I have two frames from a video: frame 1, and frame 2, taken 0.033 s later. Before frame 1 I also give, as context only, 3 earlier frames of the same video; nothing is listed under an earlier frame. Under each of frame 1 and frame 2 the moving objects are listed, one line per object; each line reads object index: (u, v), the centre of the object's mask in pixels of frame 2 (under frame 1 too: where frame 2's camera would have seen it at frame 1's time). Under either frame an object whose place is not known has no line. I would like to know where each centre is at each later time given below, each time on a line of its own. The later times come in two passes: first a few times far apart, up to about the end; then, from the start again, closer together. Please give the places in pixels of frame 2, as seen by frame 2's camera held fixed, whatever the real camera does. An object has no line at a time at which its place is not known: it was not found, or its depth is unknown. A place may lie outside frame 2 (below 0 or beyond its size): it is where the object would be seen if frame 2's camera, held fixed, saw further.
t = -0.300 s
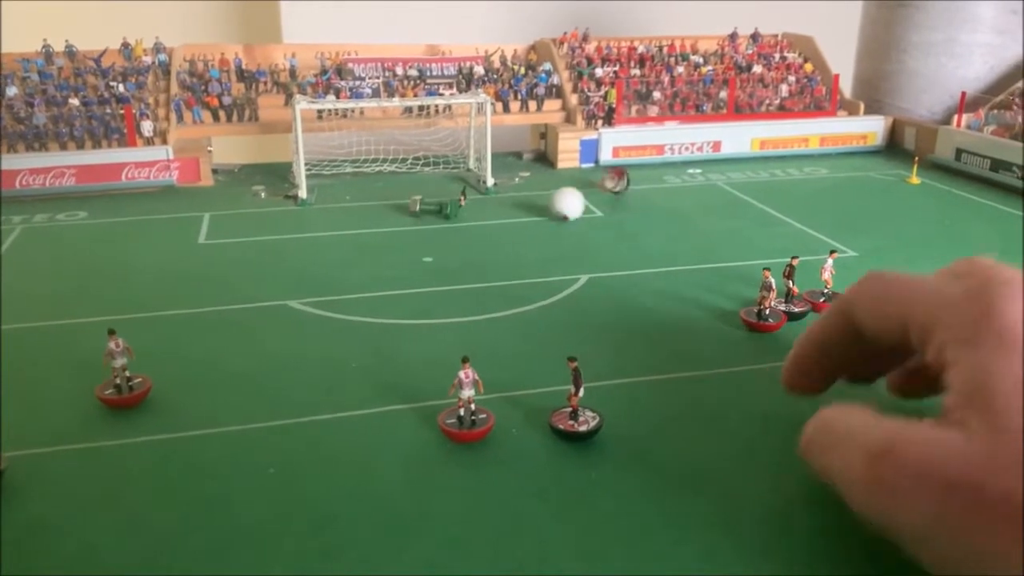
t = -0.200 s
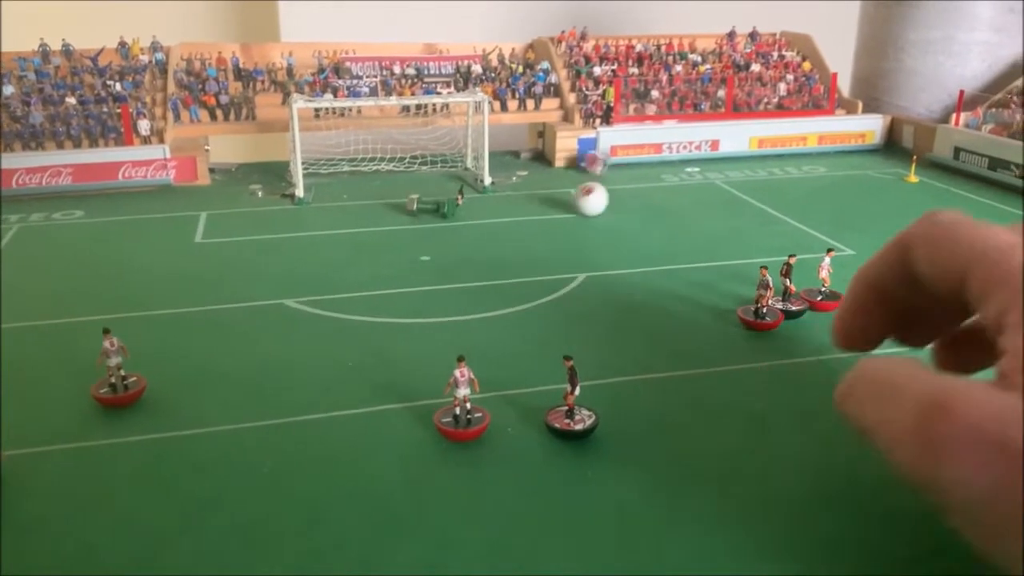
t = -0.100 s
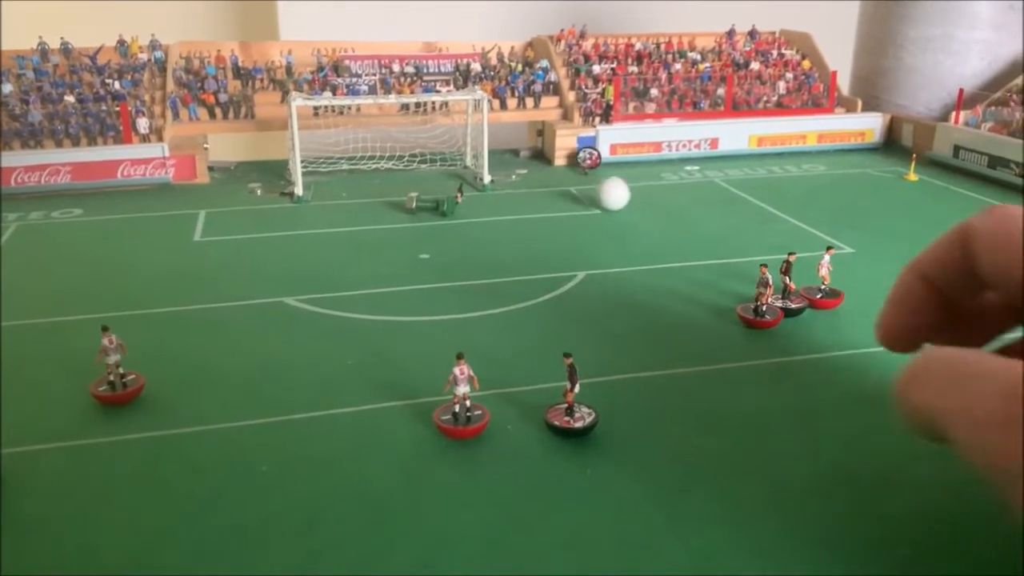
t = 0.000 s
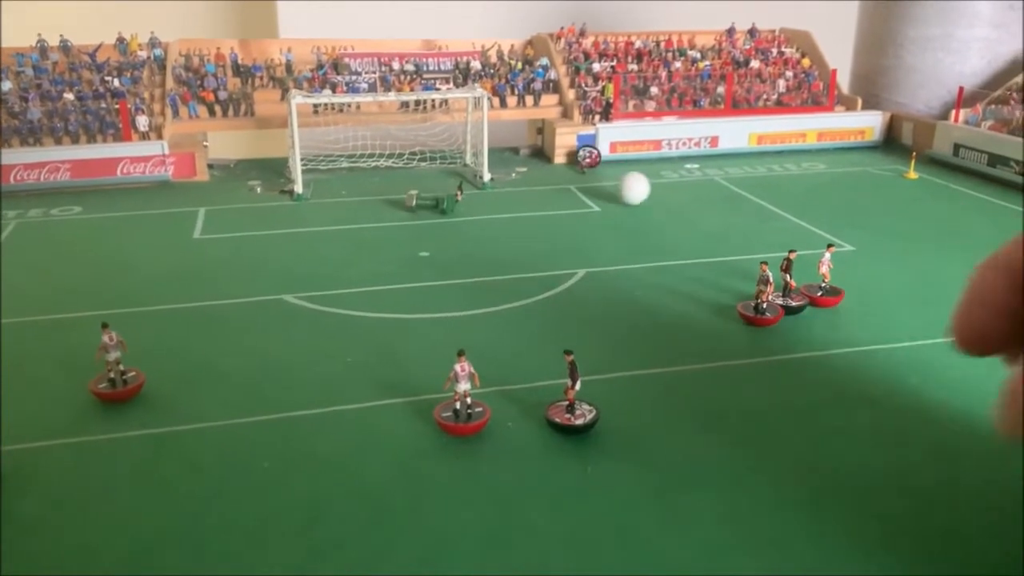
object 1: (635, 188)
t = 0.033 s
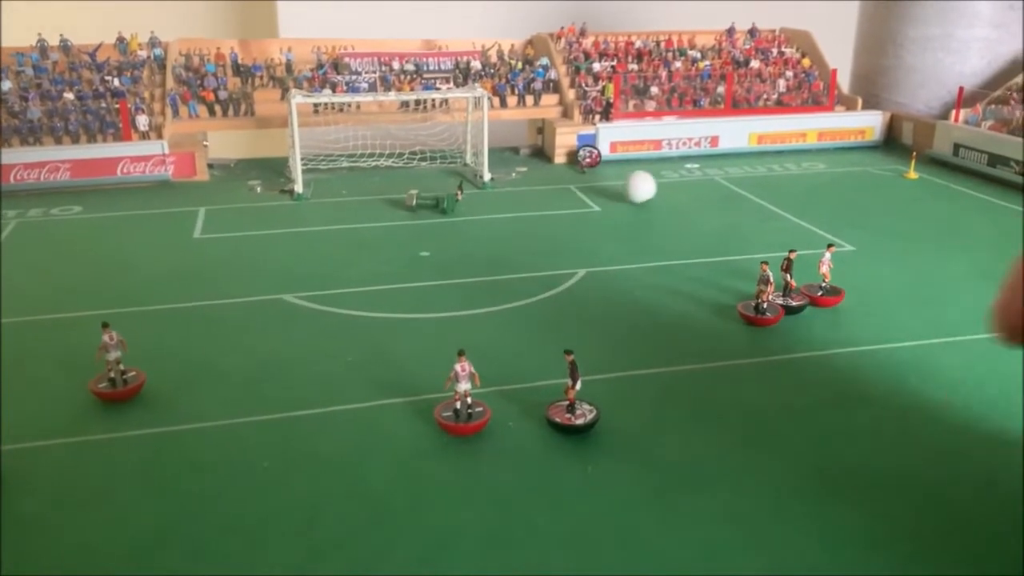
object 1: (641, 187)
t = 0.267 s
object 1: (677, 182)
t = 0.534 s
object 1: (702, 178)
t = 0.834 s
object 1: (714, 176)
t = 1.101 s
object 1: (716, 175)
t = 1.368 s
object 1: (715, 175)
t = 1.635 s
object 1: (716, 175)
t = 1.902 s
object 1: (715, 175)
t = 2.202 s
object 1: (716, 175)
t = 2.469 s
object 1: (715, 176)
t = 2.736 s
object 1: (715, 176)
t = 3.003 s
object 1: (715, 176)
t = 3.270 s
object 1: (715, 176)
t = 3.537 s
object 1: (715, 176)
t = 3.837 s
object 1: (715, 175)
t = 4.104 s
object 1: (715, 175)
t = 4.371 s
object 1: (716, 175)
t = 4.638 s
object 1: (715, 176)
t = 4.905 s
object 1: (716, 175)
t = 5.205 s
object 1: (716, 175)
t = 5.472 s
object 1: (715, 176)
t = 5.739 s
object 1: (715, 176)
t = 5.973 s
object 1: (715, 175)
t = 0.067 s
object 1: (647, 186)
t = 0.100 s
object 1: (652, 185)
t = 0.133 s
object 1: (658, 184)
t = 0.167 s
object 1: (663, 184)
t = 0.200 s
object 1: (669, 183)
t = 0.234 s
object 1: (673, 183)
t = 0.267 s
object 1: (677, 182)
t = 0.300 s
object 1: (682, 181)
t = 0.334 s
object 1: (686, 182)
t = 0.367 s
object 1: (689, 181)
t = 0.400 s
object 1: (693, 181)
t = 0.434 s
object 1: (696, 180)
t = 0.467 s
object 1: (698, 180)
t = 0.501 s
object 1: (700, 179)
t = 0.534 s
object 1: (702, 178)
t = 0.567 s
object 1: (703, 178)
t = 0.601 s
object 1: (706, 178)
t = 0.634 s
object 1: (708, 178)
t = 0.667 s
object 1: (709, 177)
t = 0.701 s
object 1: (711, 177)
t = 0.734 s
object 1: (712, 176)
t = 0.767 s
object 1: (713, 176)
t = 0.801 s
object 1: (713, 176)
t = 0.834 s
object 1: (714, 176)
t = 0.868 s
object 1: (715, 176)
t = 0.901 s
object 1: (715, 175)
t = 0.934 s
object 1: (716, 175)
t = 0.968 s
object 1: (716, 175)
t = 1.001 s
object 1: (716, 175)
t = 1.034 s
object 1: (716, 175)
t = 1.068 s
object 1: (716, 175)
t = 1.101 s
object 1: (716, 175)
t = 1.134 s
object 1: (716, 175)
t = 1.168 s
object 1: (716, 175)
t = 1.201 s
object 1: (715, 176)
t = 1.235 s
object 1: (716, 175)
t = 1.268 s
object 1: (716, 175)
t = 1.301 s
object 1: (716, 176)
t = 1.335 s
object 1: (715, 175)
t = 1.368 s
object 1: (715, 175)
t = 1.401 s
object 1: (715, 175)
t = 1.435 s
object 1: (715, 175)
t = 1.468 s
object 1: (715, 175)
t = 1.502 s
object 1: (716, 175)
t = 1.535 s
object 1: (715, 176)
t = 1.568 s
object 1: (715, 175)
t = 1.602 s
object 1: (715, 175)
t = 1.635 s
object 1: (716, 175)
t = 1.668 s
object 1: (715, 175)
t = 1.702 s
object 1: (716, 175)
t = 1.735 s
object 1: (715, 175)
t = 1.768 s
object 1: (716, 175)
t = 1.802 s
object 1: (715, 175)
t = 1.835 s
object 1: (715, 175)
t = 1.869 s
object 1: (715, 175)
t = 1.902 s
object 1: (715, 175)
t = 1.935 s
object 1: (715, 175)
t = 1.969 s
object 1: (715, 175)
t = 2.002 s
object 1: (715, 175)
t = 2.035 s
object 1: (715, 175)
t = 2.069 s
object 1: (715, 176)
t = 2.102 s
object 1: (715, 175)
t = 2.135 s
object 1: (715, 175)
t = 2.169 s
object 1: (715, 175)
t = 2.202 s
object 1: (716, 175)
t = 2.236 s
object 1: (715, 175)
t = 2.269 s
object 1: (715, 175)
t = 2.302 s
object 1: (715, 175)
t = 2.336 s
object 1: (715, 176)
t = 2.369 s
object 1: (715, 175)
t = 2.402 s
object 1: (715, 176)
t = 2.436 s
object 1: (715, 175)
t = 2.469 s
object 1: (715, 176)
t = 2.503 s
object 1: (715, 176)
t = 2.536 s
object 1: (715, 176)
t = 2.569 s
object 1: (715, 176)
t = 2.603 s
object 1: (715, 175)
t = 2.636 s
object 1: (715, 175)
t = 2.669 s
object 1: (715, 176)
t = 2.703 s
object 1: (715, 176)
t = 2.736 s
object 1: (715, 176)
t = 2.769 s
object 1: (715, 176)
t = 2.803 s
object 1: (715, 176)
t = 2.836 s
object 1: (715, 176)
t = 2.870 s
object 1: (715, 176)
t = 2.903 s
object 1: (715, 176)
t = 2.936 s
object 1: (715, 176)
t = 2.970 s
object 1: (715, 176)
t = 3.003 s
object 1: (715, 176)
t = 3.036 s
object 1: (715, 176)
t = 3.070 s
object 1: (715, 176)
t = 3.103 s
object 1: (715, 176)
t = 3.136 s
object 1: (715, 176)
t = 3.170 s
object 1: (715, 176)
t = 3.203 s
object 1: (715, 176)
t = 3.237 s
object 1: (715, 176)
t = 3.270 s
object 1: (715, 176)
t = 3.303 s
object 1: (715, 176)
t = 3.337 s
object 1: (715, 176)
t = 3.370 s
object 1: (715, 176)
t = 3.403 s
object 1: (715, 176)
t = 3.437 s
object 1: (715, 176)
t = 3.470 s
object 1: (715, 176)
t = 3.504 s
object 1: (715, 176)
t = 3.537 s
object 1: (715, 176)
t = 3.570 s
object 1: (716, 176)
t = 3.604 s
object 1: (715, 176)
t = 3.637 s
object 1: (715, 176)
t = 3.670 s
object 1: (715, 176)
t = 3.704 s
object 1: (716, 175)
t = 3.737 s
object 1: (715, 176)
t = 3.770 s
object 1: (715, 176)
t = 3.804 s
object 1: (715, 175)
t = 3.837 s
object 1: (715, 175)
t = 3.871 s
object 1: (716, 176)
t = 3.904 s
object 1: (715, 176)
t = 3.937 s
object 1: (715, 176)
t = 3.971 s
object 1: (715, 175)
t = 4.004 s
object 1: (715, 176)
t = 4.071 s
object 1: (715, 175)
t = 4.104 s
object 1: (715, 175)
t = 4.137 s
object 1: (715, 175)
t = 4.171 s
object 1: (715, 176)
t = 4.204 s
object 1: (715, 175)
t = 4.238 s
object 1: (715, 175)
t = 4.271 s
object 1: (715, 176)
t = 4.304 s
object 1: (715, 176)
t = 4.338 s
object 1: (716, 175)
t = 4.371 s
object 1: (716, 175)
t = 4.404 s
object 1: (716, 175)
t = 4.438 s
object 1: (716, 176)
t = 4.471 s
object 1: (716, 176)
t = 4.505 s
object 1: (716, 175)
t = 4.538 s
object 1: (716, 176)
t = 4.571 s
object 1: (715, 176)
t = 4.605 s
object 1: (716, 176)
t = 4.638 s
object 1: (715, 176)
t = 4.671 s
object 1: (715, 176)
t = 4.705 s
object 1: (715, 175)
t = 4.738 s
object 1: (716, 175)
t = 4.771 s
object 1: (716, 176)
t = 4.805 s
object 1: (716, 176)
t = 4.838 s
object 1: (716, 176)
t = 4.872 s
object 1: (716, 176)
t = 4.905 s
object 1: (716, 175)
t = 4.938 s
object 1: (716, 176)
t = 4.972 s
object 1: (716, 176)
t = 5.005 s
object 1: (716, 176)
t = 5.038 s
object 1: (716, 176)
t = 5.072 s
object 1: (716, 175)
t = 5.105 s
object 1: (715, 176)
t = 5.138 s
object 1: (715, 176)
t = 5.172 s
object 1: (715, 176)
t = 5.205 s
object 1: (716, 175)
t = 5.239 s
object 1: (715, 176)
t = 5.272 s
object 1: (715, 176)
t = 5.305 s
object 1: (716, 176)
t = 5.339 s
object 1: (715, 176)
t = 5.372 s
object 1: (716, 176)
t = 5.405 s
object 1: (716, 176)
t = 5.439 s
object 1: (715, 176)
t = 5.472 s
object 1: (715, 176)
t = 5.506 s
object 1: (715, 176)
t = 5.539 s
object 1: (716, 176)
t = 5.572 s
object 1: (716, 176)
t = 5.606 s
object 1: (715, 175)
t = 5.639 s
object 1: (715, 176)
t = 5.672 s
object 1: (715, 176)
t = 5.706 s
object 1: (715, 176)
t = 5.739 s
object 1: (715, 176)
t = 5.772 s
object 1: (715, 176)
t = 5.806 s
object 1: (716, 175)
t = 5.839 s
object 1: (715, 176)
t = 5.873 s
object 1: (715, 175)
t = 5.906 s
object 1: (715, 176)
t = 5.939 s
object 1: (715, 176)
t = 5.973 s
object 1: (715, 175)
